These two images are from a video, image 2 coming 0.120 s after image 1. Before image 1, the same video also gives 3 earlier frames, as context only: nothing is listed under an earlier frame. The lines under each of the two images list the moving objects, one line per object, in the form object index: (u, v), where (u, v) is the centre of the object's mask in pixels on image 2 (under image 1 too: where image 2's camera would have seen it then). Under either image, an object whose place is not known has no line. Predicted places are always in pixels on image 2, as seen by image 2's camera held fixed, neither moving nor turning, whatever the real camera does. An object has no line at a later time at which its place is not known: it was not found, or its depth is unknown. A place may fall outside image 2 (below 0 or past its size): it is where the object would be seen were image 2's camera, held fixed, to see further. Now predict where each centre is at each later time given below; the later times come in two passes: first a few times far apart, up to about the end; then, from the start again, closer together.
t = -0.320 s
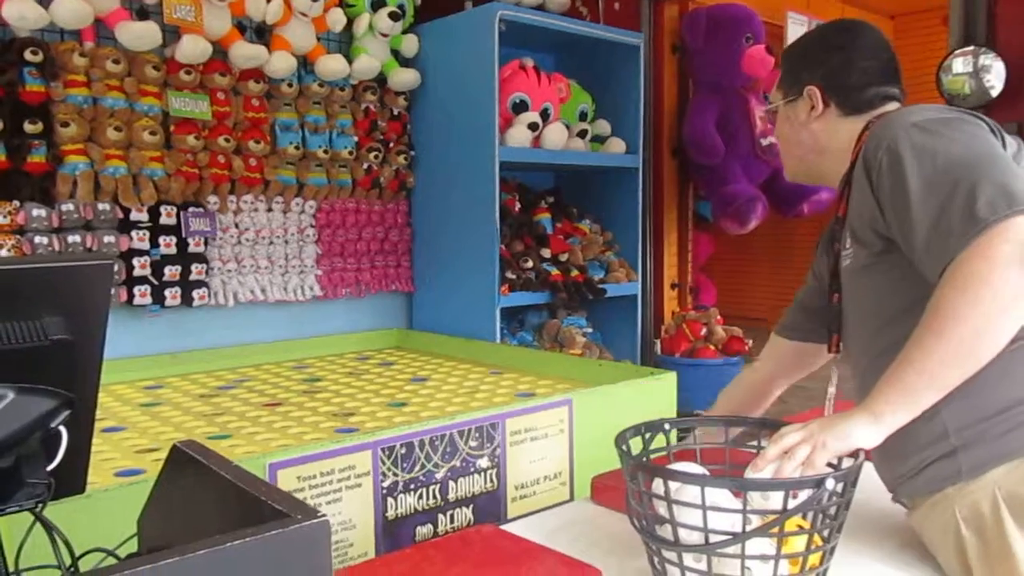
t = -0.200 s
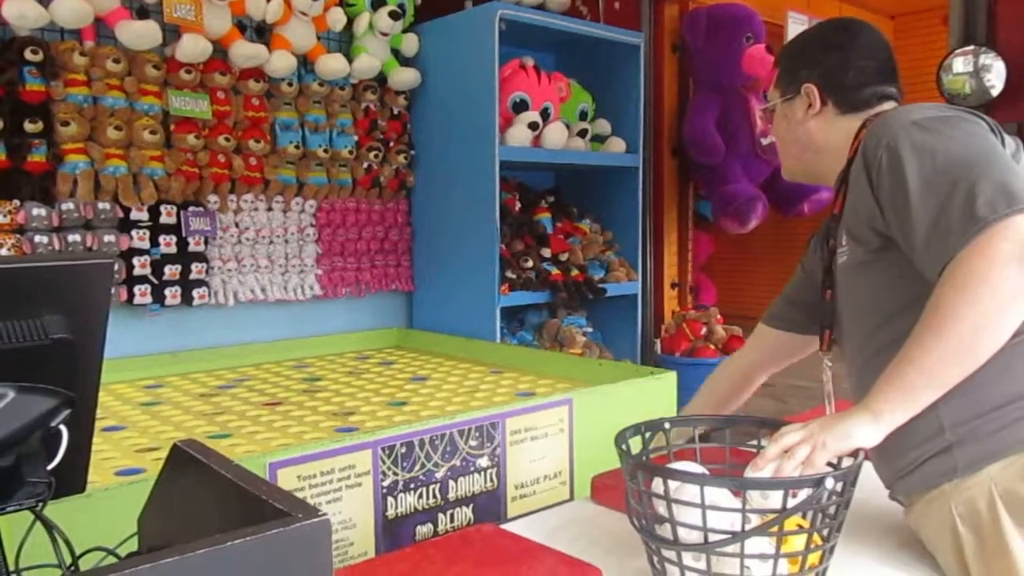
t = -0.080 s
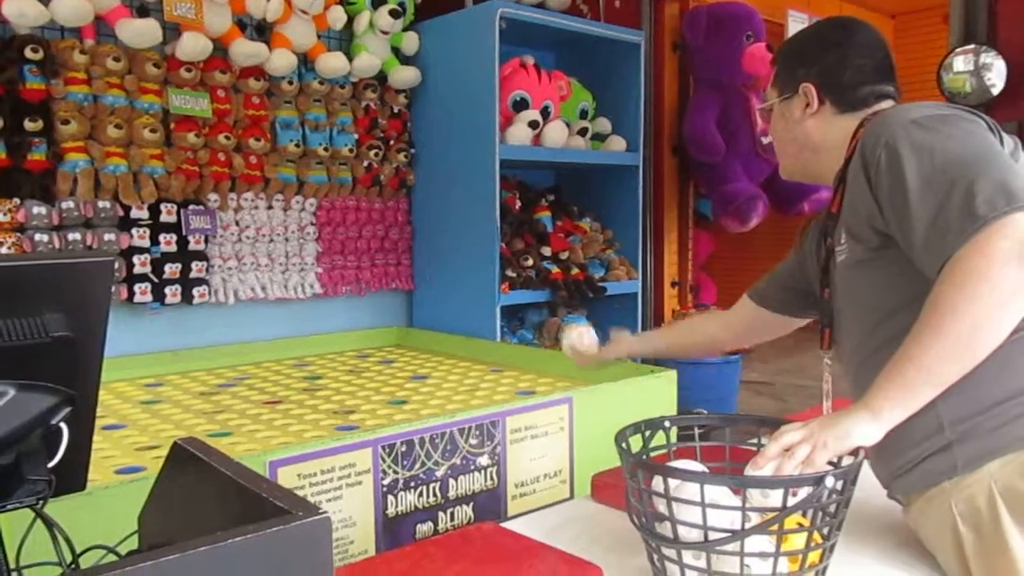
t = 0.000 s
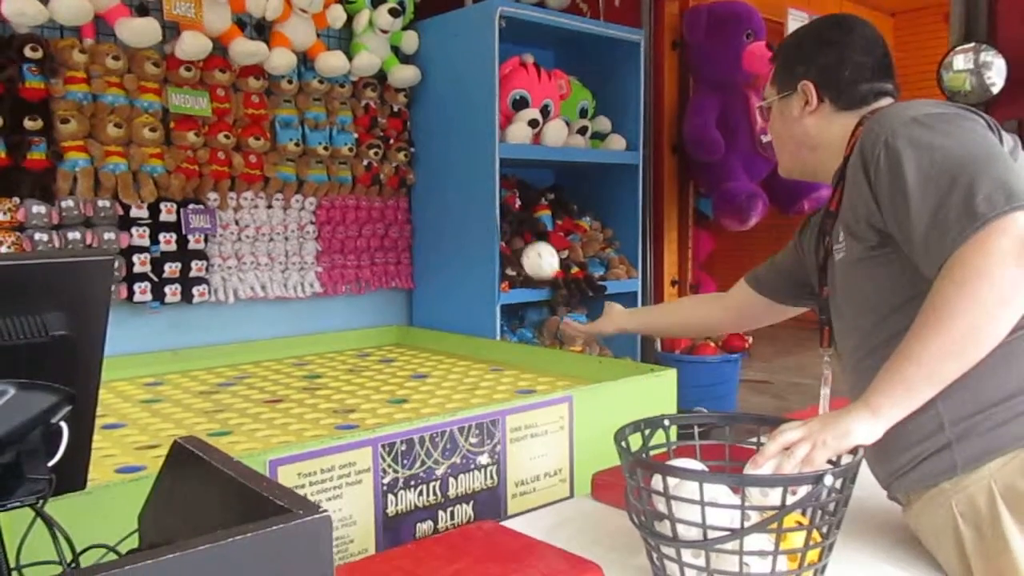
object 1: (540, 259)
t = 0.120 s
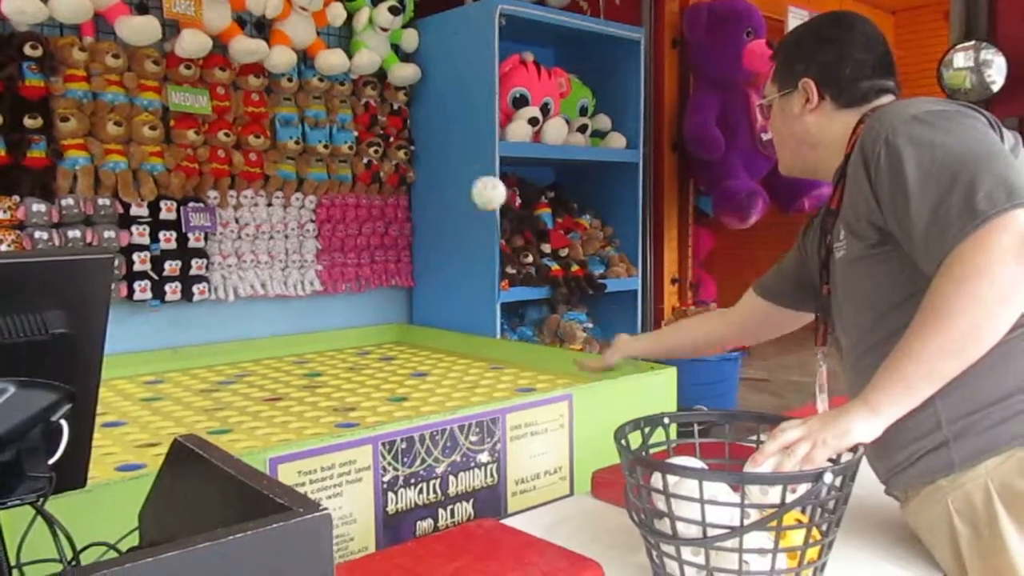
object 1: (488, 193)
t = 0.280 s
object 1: (431, 190)
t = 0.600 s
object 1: (351, 398)
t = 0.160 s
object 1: (473, 184)
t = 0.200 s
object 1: (459, 181)
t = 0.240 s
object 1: (444, 183)
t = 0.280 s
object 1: (431, 190)
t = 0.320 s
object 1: (419, 203)
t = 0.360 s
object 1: (407, 219)
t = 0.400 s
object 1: (396, 240)
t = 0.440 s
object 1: (386, 265)
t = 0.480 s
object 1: (376, 294)
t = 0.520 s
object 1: (367, 324)
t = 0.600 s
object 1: (351, 398)
